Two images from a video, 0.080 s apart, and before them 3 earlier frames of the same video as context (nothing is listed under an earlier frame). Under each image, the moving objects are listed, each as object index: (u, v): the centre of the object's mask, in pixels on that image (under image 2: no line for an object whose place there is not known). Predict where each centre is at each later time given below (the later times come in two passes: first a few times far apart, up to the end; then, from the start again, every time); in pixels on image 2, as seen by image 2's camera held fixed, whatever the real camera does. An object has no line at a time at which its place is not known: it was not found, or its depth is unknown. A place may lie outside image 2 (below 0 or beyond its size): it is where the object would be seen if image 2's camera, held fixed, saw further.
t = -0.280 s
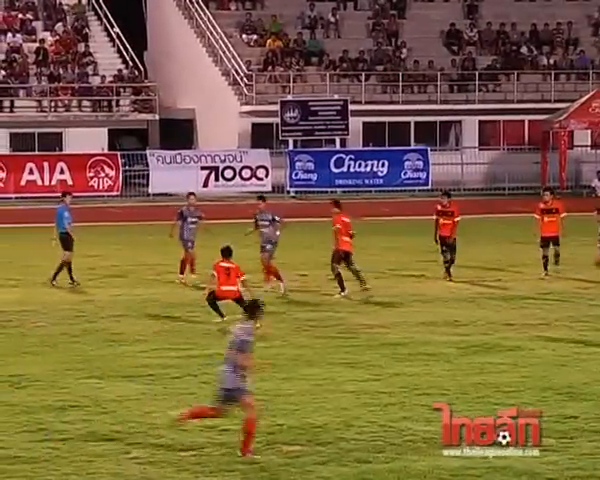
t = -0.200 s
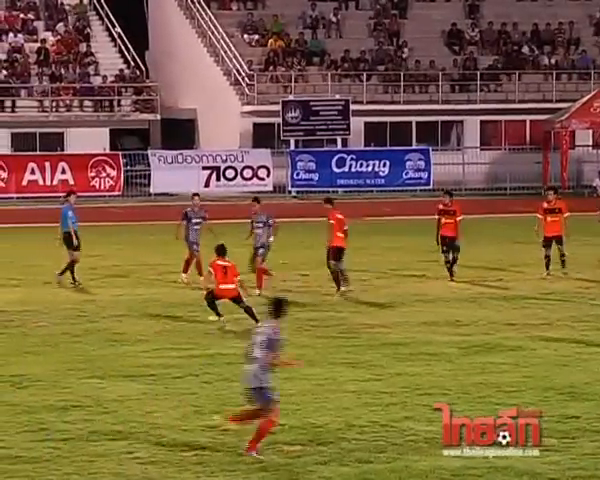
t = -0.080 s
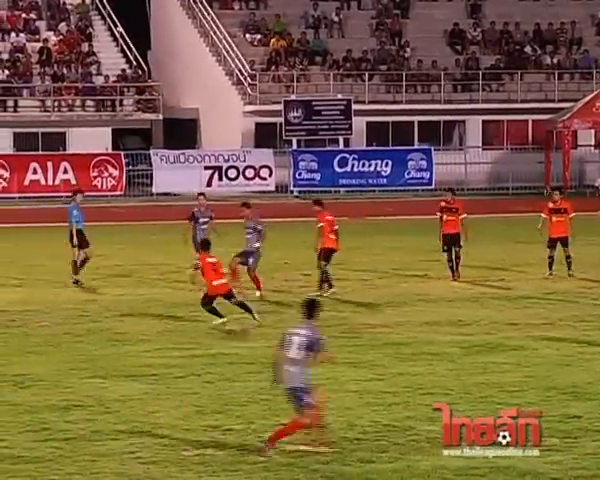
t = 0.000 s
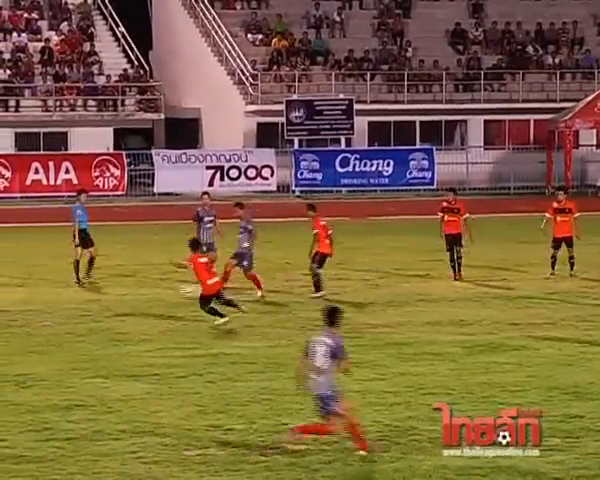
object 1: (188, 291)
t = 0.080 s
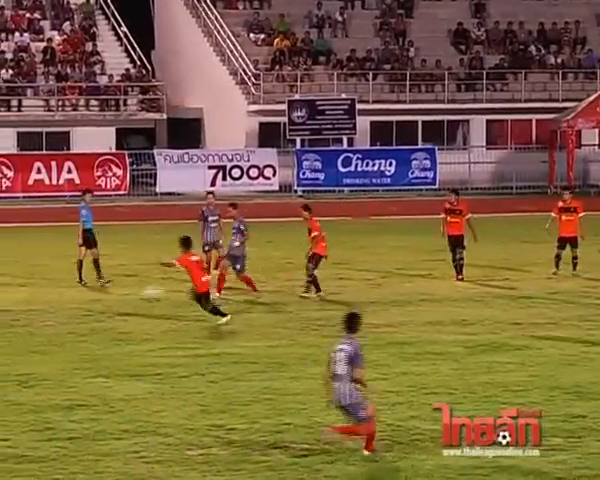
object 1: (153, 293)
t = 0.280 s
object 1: (58, 294)
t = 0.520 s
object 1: (-40, 306)
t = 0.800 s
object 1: (-142, 313)
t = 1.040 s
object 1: (-224, 325)
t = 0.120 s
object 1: (131, 294)
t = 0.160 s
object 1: (113, 296)
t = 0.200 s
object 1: (93, 295)
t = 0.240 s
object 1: (76, 294)
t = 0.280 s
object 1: (58, 294)
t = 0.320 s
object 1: (42, 294)
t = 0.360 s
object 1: (25, 296)
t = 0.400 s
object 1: (8, 299)
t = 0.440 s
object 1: (-10, 302)
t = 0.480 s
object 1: (-27, 306)
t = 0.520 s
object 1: (-40, 306)
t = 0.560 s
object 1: (-55, 304)
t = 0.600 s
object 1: (-69, 305)
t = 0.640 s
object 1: (-83, 306)
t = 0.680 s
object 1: (-98, 308)
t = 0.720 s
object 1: (-112, 313)
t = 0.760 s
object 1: (-127, 314)
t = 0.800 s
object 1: (-142, 313)
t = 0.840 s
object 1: (-154, 313)
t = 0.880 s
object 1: (-169, 314)
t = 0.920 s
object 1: (-182, 316)
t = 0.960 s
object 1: (-197, 319)
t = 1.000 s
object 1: (-210, 324)
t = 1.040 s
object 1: (-224, 325)
